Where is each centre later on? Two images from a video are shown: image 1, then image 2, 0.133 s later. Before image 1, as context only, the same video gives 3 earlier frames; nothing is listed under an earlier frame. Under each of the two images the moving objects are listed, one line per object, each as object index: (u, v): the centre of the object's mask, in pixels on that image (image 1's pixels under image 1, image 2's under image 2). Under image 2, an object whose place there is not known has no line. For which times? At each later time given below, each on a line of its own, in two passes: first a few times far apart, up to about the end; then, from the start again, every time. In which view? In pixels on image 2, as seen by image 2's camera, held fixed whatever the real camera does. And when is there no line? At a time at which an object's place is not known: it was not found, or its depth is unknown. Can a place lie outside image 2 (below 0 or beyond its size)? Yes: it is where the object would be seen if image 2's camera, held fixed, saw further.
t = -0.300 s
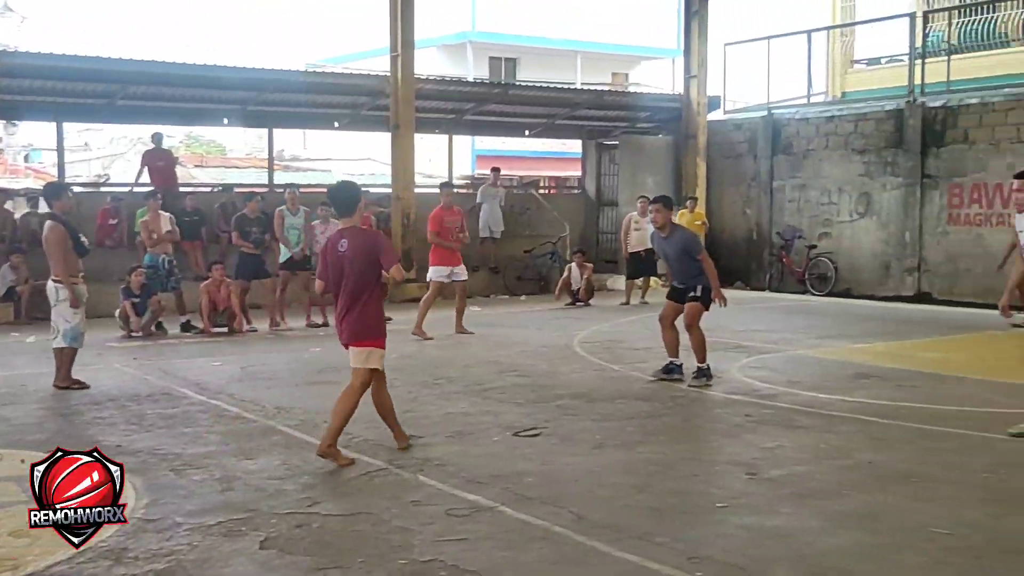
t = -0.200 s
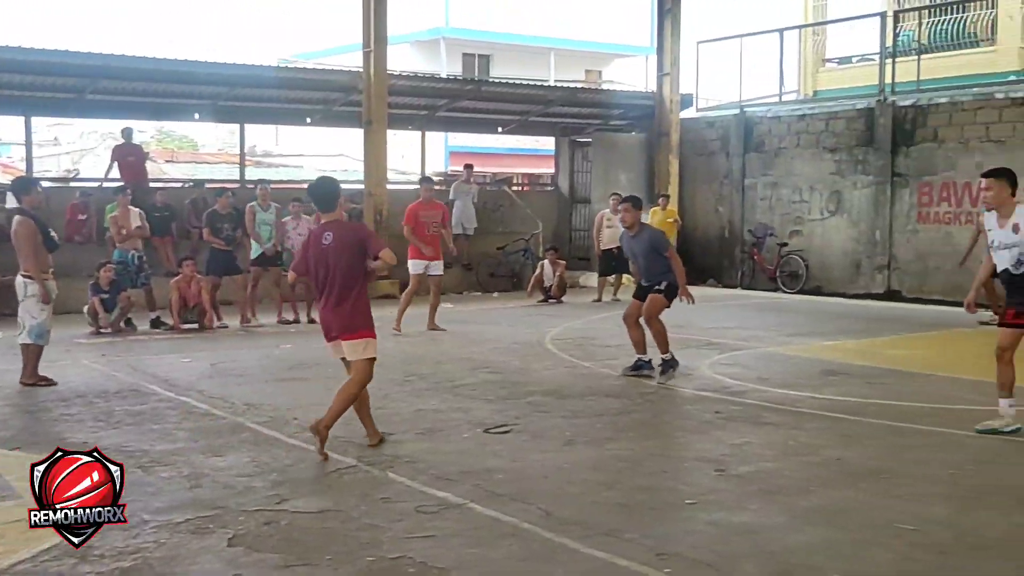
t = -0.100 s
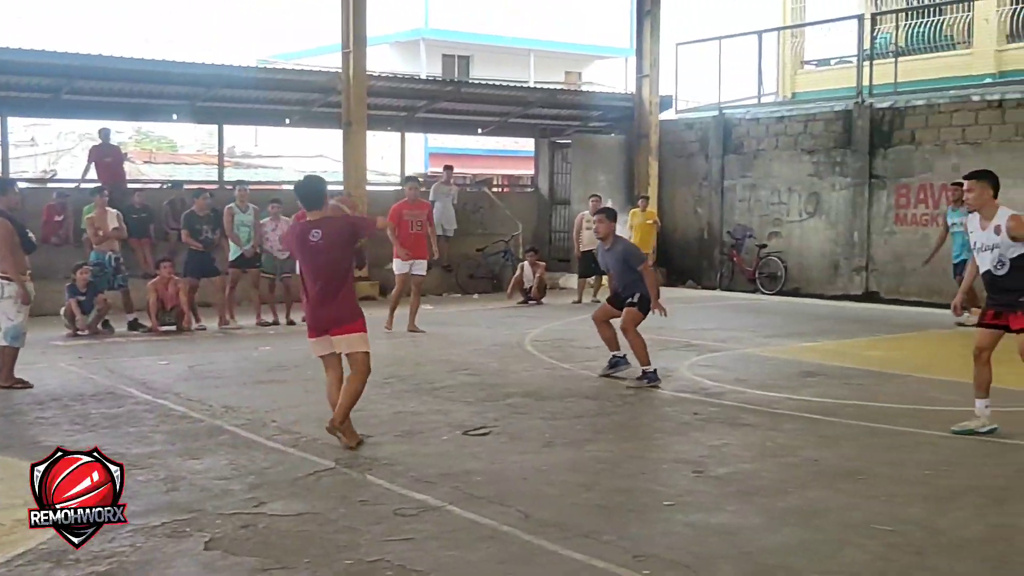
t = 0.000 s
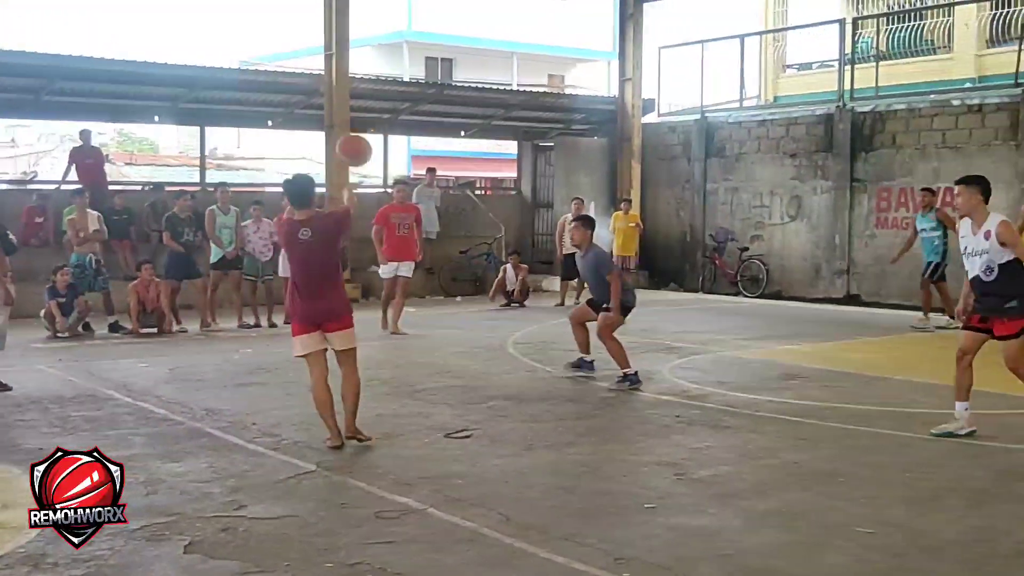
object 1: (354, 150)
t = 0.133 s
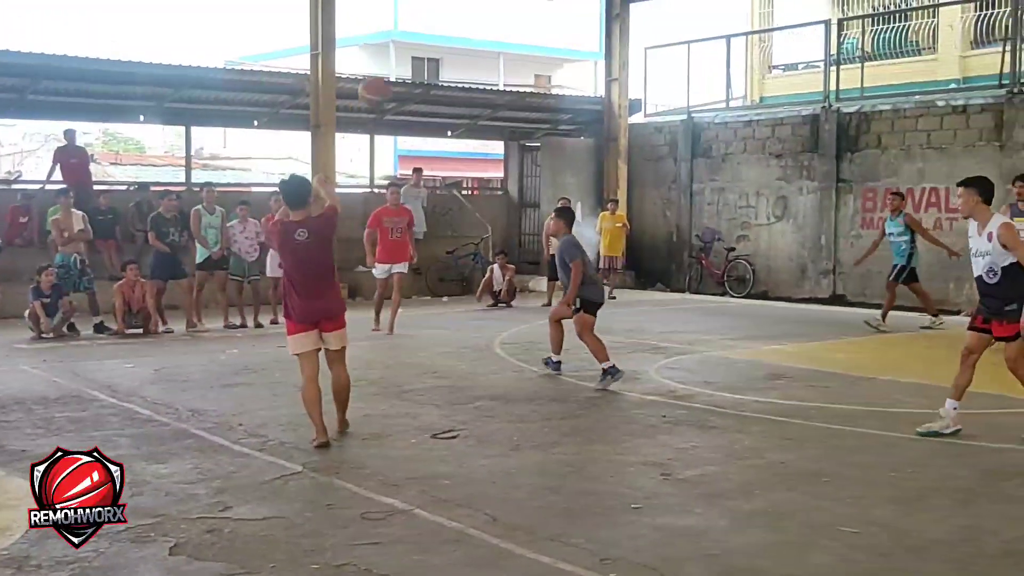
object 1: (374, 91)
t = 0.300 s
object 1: (409, 61)
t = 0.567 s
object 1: (449, 80)
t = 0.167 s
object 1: (382, 80)
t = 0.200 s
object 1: (389, 74)
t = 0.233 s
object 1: (396, 69)
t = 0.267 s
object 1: (402, 64)
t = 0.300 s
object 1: (409, 61)
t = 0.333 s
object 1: (415, 60)
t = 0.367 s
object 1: (420, 60)
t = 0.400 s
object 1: (426, 61)
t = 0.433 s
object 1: (432, 63)
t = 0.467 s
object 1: (437, 66)
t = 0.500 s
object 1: (441, 70)
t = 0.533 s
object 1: (445, 75)
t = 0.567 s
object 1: (449, 80)
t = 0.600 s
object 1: (453, 87)
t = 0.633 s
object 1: (456, 94)
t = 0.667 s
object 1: (460, 102)
